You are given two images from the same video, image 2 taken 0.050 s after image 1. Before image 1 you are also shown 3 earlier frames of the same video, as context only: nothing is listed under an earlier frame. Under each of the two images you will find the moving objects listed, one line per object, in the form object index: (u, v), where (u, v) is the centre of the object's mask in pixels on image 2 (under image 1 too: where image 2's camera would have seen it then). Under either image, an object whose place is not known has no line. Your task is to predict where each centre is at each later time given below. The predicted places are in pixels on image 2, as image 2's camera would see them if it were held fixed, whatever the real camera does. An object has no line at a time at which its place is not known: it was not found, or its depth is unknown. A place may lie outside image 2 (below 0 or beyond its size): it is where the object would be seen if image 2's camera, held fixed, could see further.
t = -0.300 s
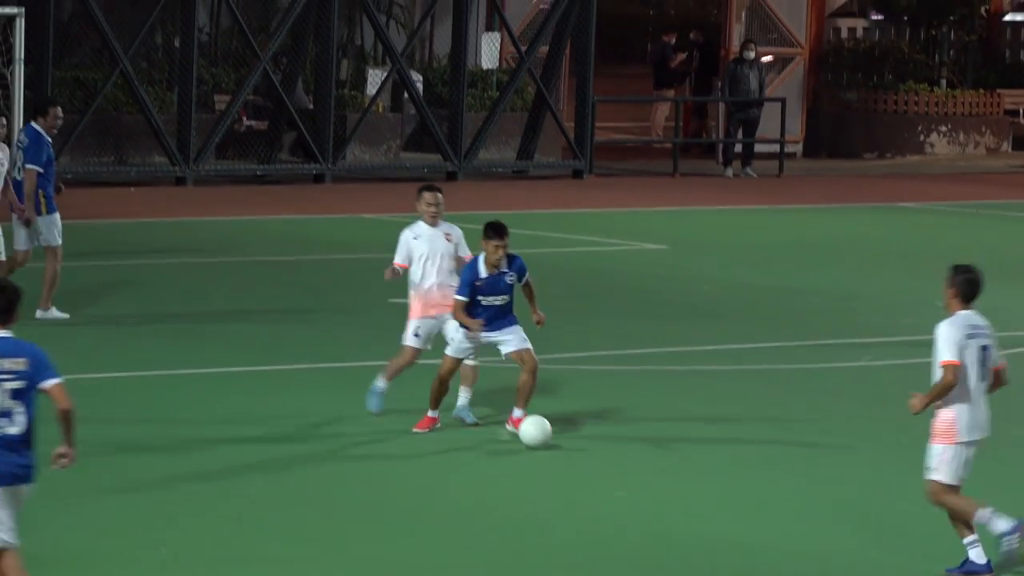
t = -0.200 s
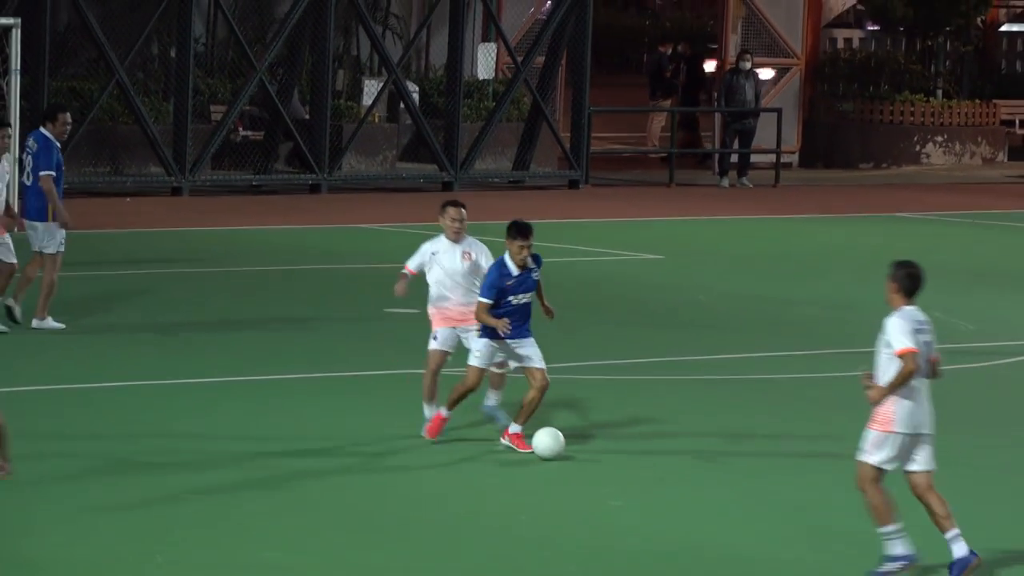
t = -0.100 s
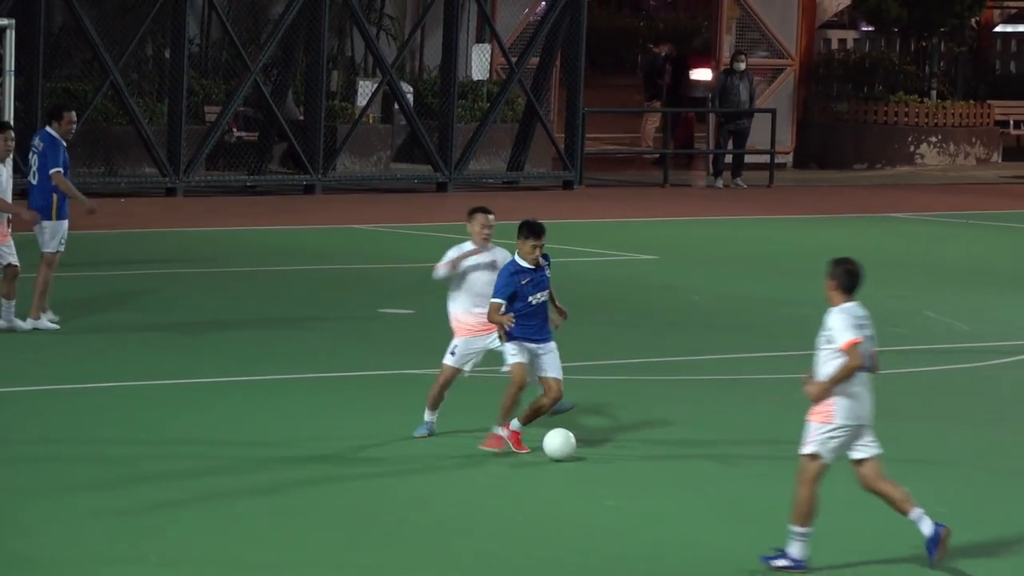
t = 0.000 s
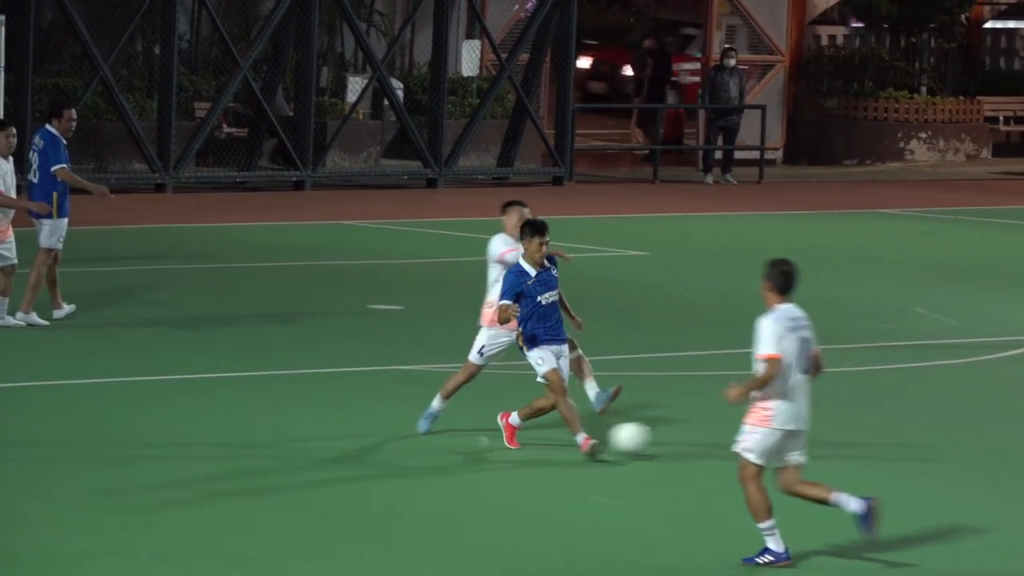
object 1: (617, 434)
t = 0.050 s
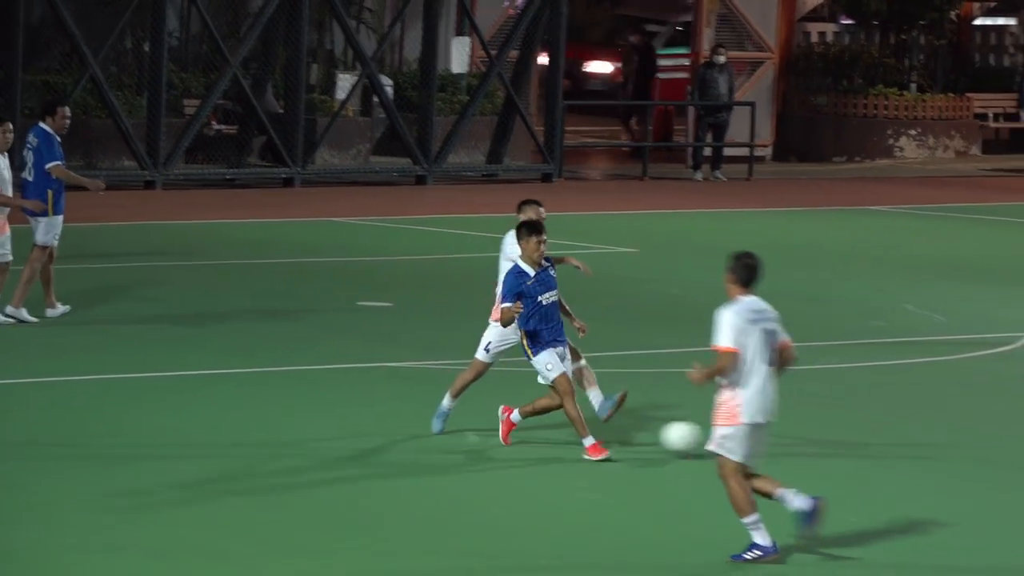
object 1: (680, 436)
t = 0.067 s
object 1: (695, 437)
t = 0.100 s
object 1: (751, 442)
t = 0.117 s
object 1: (767, 445)
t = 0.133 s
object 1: (787, 447)
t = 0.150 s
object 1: (807, 446)
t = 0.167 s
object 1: (827, 446)
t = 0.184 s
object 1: (846, 446)
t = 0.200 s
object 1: (864, 446)
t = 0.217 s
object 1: (884, 447)
